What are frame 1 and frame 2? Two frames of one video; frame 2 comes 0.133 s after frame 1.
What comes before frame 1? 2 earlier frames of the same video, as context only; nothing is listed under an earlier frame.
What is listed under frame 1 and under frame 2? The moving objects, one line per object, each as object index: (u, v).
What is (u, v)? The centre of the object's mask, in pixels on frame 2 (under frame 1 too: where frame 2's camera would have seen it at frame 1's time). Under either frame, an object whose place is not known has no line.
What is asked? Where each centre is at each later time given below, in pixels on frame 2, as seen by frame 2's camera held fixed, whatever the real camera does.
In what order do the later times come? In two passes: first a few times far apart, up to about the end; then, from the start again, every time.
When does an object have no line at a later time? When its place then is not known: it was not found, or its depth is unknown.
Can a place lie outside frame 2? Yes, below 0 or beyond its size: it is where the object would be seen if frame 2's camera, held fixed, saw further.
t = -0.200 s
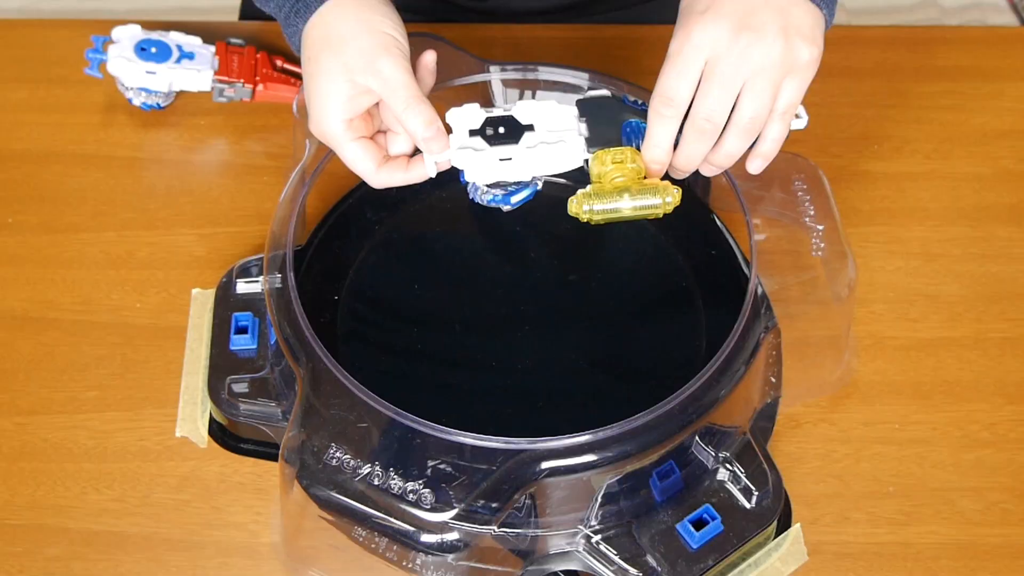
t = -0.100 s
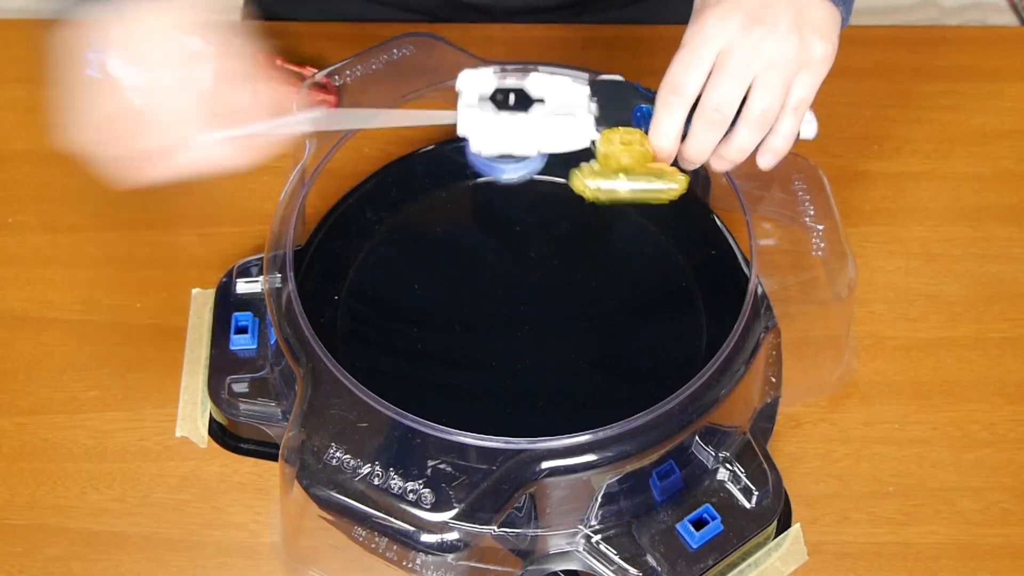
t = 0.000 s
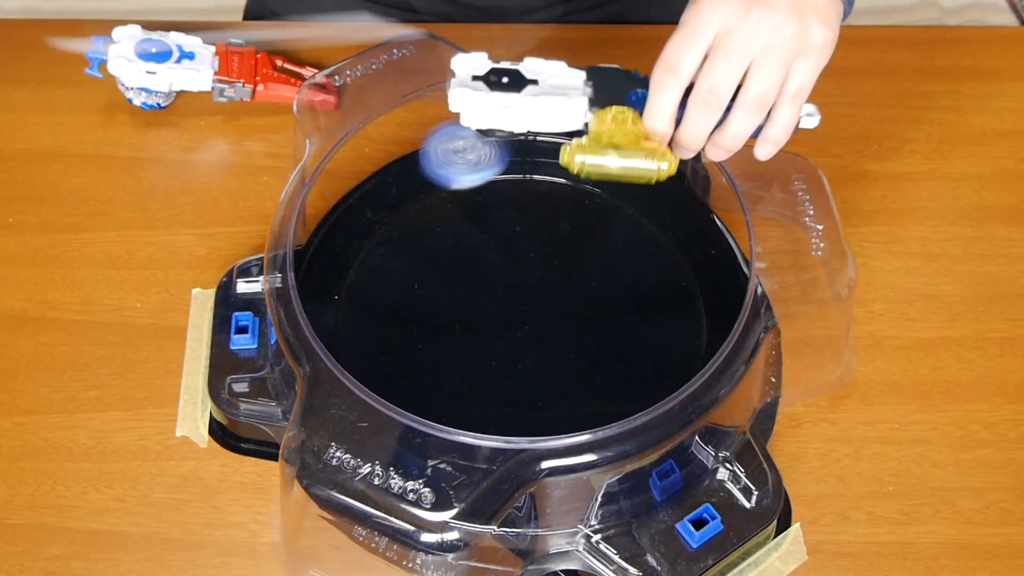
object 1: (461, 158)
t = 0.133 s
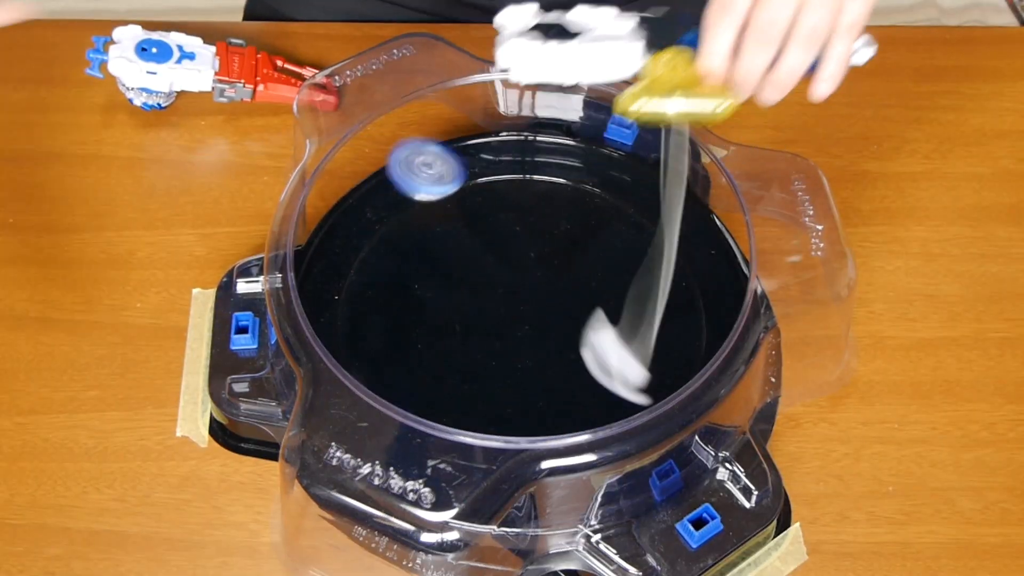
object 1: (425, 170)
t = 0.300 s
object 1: (529, 269)
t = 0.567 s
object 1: (617, 344)
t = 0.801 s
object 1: (563, 287)
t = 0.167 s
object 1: (443, 166)
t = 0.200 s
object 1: (464, 174)
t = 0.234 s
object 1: (485, 194)
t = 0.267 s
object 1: (508, 226)
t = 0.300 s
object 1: (529, 269)
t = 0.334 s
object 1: (551, 322)
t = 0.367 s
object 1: (565, 323)
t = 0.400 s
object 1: (577, 310)
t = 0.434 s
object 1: (589, 308)
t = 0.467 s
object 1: (600, 316)
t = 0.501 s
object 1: (610, 334)
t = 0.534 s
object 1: (618, 360)
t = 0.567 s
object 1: (617, 344)
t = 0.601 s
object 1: (614, 326)
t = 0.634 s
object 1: (609, 318)
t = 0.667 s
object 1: (604, 319)
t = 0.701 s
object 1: (597, 327)
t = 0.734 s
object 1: (586, 306)
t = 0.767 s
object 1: (575, 292)
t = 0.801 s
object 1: (563, 287)
